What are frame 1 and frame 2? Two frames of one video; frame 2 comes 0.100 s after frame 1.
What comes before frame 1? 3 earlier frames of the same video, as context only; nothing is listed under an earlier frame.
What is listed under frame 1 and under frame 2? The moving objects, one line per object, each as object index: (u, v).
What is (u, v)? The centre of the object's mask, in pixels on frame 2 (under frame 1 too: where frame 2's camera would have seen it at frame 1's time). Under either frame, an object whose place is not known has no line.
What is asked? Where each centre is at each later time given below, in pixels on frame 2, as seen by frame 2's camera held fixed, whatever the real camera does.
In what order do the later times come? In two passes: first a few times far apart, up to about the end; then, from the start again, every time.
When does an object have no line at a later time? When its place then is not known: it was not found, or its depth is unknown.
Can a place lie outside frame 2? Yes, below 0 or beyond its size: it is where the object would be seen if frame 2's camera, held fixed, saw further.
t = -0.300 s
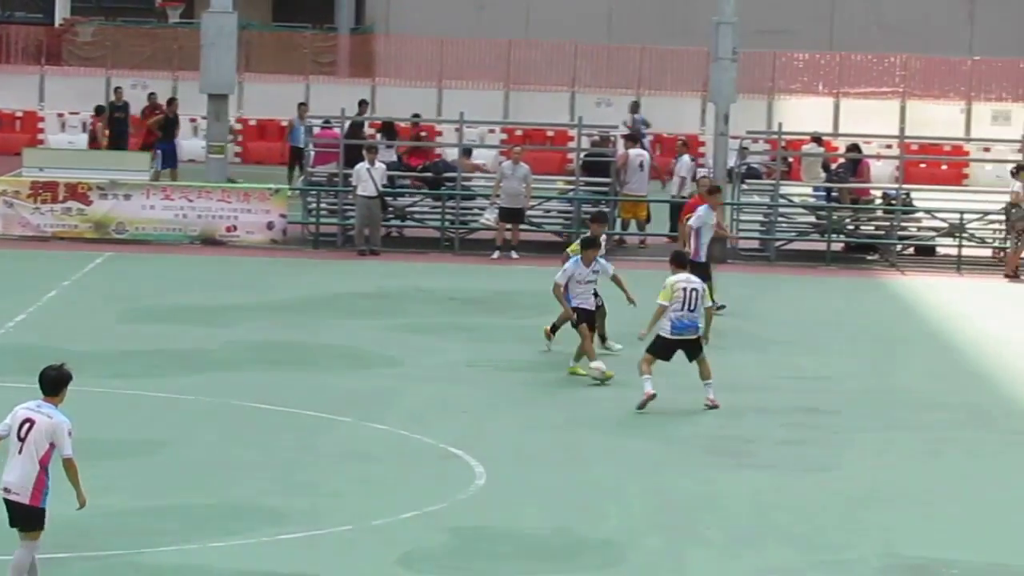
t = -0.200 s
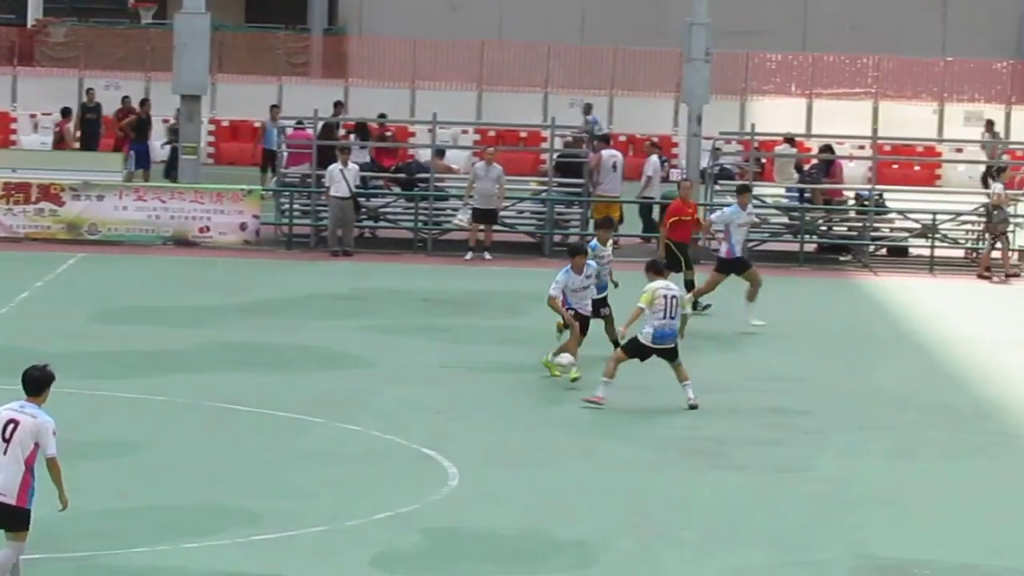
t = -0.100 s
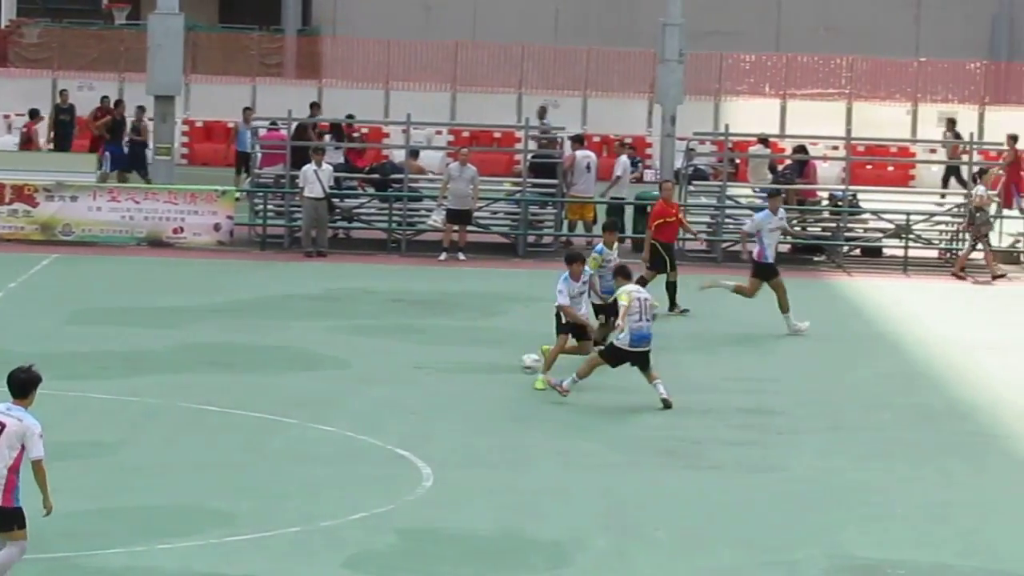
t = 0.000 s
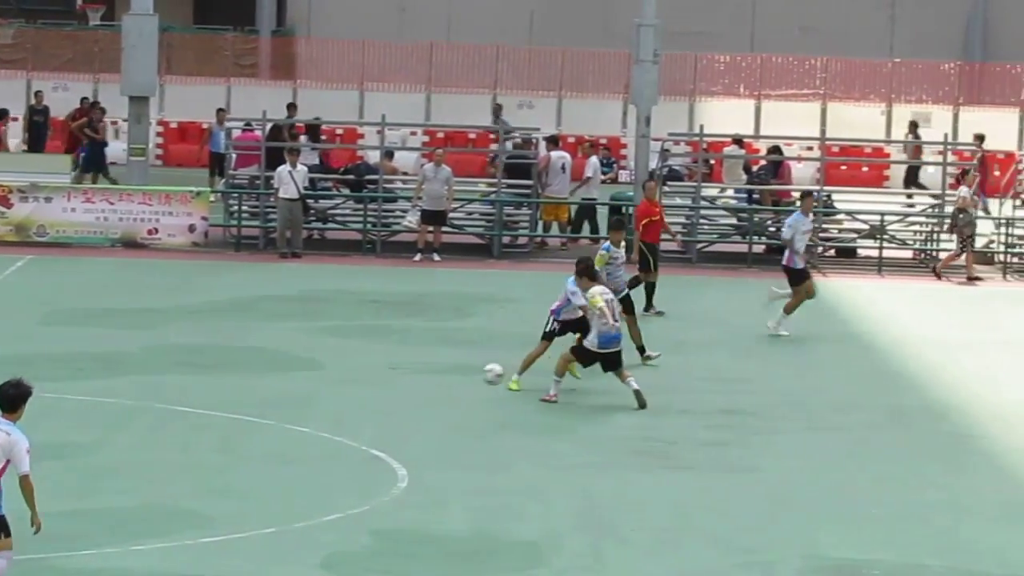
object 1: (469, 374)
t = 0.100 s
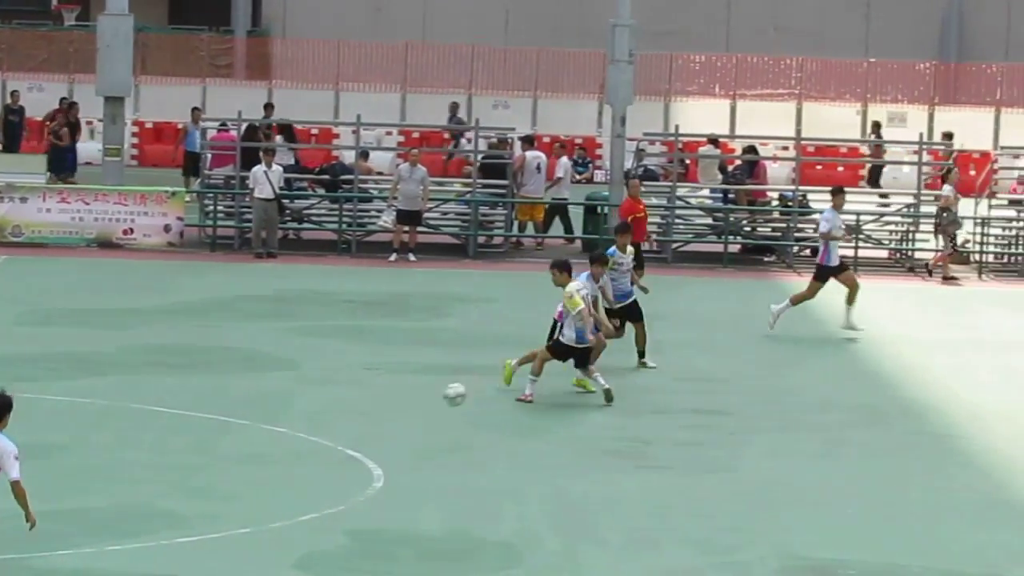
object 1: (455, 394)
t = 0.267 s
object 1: (421, 456)
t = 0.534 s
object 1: (383, 455)
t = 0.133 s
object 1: (449, 403)
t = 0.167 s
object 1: (442, 415)
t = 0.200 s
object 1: (436, 426)
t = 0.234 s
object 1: (429, 440)
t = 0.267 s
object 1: (421, 456)
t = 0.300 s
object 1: (414, 467)
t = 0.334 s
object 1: (411, 461)
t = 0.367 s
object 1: (407, 457)
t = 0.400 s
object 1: (403, 454)
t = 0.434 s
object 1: (398, 452)
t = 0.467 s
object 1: (394, 452)
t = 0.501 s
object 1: (389, 453)
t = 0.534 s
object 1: (383, 455)
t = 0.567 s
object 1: (378, 459)
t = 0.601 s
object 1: (373, 464)
